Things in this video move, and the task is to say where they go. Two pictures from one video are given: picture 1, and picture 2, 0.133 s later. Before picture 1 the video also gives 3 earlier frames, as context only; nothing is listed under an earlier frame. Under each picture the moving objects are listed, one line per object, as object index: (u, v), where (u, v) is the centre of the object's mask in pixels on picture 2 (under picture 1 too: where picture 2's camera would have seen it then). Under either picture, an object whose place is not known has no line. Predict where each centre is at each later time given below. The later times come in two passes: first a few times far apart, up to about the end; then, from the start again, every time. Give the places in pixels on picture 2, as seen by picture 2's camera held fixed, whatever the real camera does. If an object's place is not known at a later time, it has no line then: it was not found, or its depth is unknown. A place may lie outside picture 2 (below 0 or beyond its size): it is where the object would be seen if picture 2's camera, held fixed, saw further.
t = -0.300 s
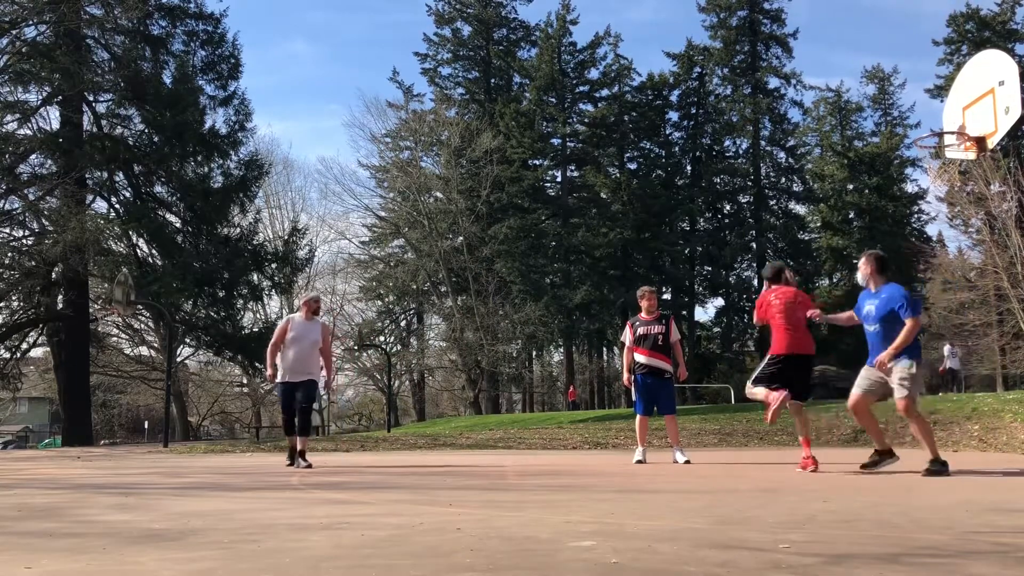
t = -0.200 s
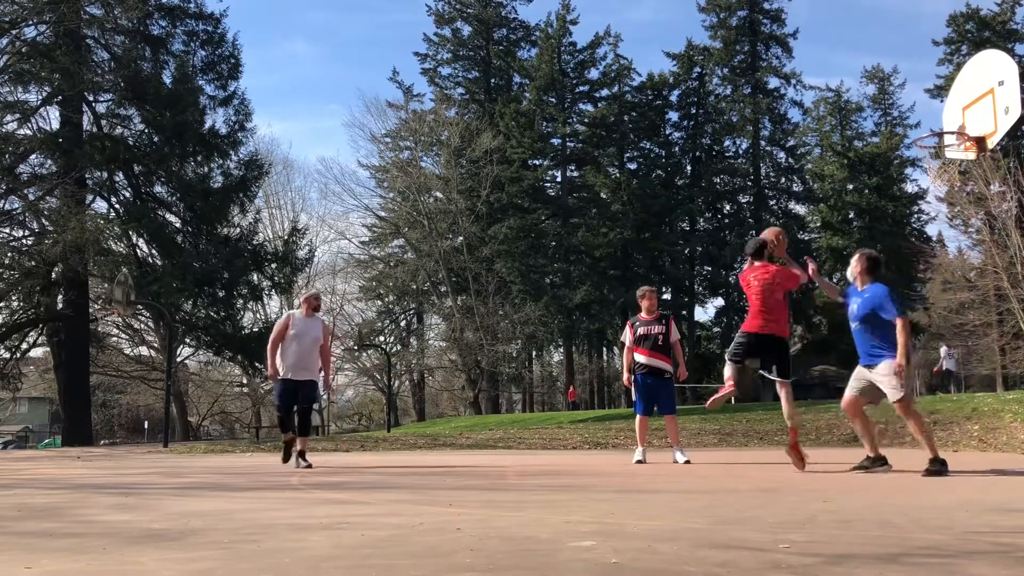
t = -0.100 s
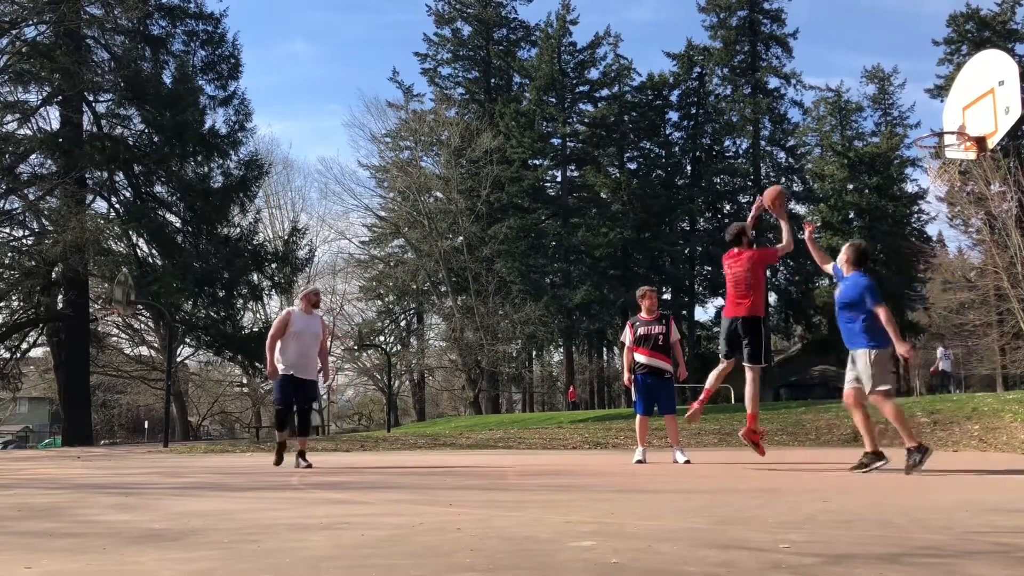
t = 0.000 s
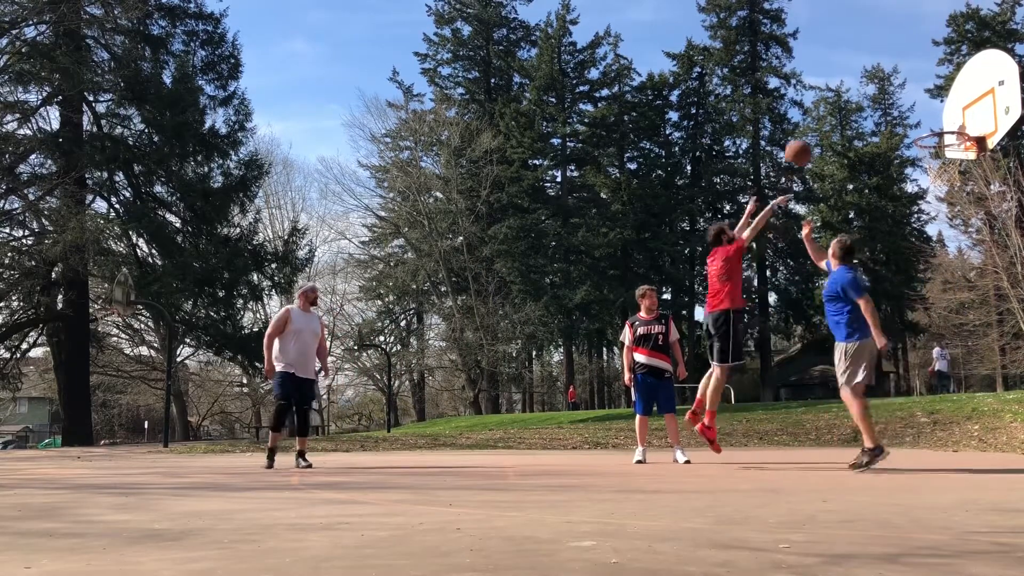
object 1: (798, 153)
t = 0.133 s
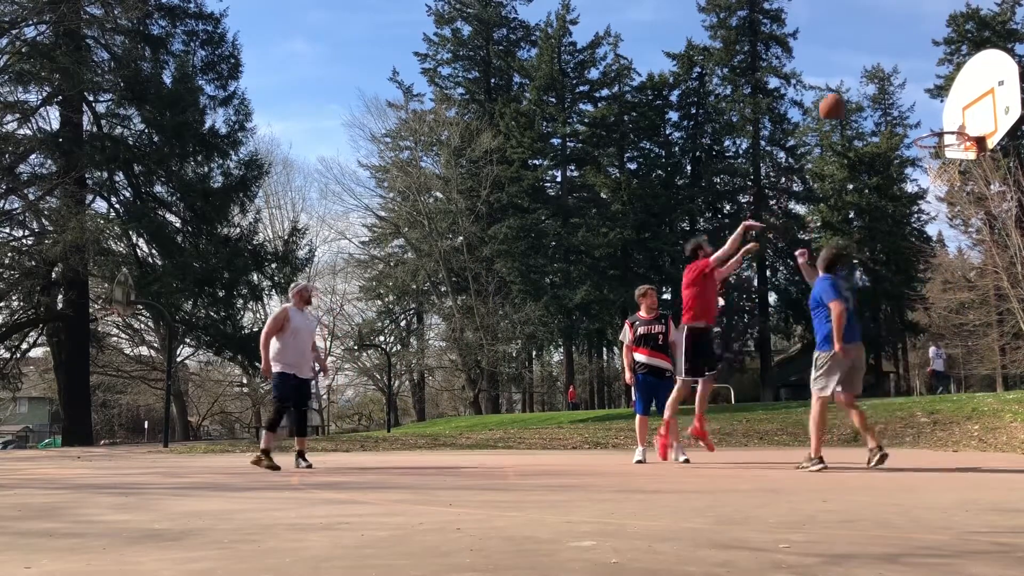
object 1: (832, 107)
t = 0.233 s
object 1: (857, 87)
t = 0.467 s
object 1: (916, 78)
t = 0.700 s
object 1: (964, 120)
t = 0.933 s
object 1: (923, 165)
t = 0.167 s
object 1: (841, 100)
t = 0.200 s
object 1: (848, 92)
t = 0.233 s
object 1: (857, 87)
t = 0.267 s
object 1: (865, 82)
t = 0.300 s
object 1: (873, 79)
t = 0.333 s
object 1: (882, 76)
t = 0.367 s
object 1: (890, 75)
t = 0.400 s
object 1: (899, 75)
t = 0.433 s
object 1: (907, 76)
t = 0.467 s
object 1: (916, 78)
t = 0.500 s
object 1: (925, 82)
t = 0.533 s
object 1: (934, 86)
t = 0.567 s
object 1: (941, 91)
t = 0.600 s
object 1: (950, 97)
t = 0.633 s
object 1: (959, 104)
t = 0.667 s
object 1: (968, 113)
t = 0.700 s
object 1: (964, 120)
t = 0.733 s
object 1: (956, 130)
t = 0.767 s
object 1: (945, 143)
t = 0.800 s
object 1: (939, 151)
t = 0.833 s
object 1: (931, 163)
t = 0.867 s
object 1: (926, 167)
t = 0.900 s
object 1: (922, 167)
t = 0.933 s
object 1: (923, 165)
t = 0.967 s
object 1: (922, 165)
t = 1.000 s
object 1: (923, 165)
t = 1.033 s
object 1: (924, 166)
